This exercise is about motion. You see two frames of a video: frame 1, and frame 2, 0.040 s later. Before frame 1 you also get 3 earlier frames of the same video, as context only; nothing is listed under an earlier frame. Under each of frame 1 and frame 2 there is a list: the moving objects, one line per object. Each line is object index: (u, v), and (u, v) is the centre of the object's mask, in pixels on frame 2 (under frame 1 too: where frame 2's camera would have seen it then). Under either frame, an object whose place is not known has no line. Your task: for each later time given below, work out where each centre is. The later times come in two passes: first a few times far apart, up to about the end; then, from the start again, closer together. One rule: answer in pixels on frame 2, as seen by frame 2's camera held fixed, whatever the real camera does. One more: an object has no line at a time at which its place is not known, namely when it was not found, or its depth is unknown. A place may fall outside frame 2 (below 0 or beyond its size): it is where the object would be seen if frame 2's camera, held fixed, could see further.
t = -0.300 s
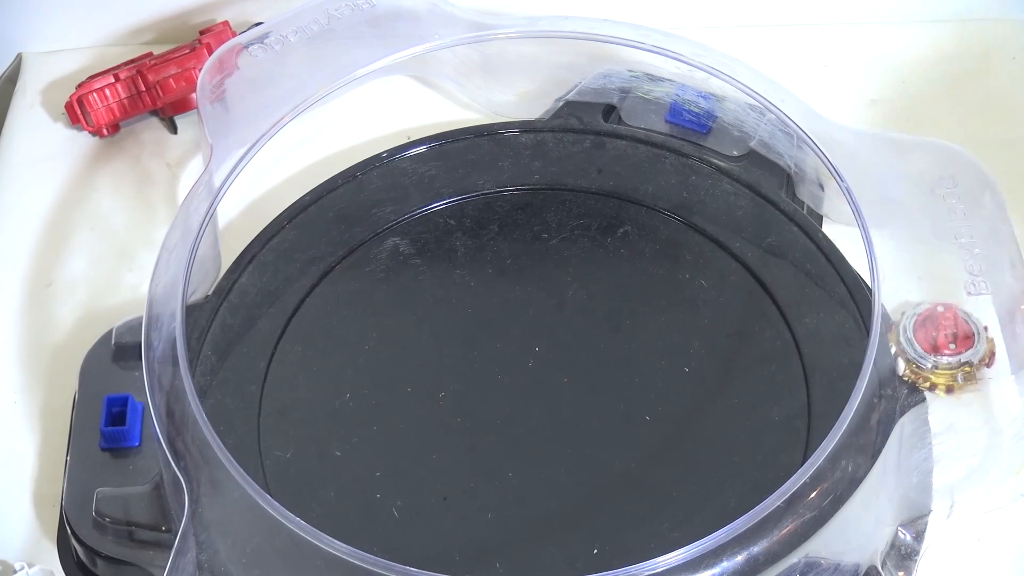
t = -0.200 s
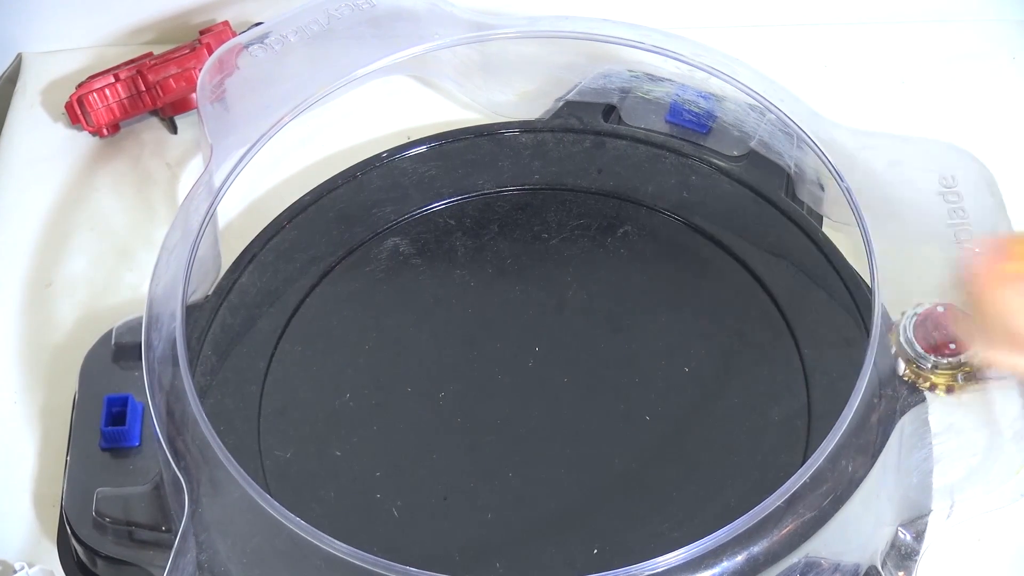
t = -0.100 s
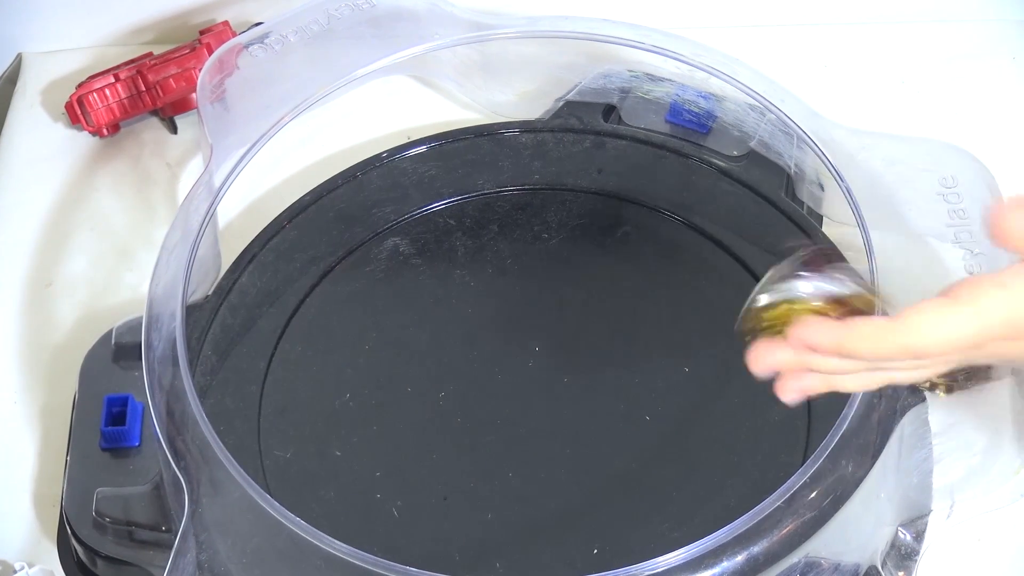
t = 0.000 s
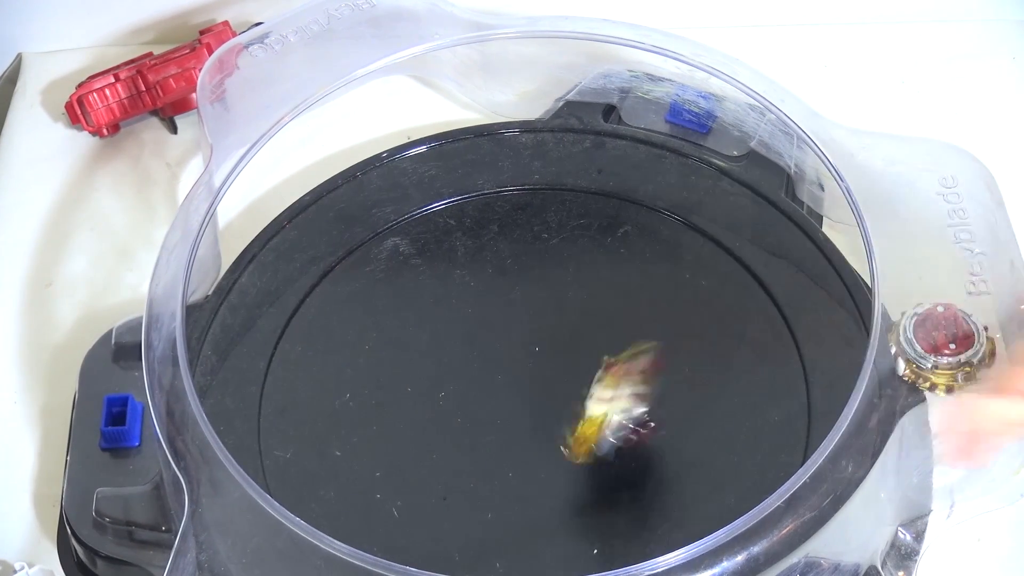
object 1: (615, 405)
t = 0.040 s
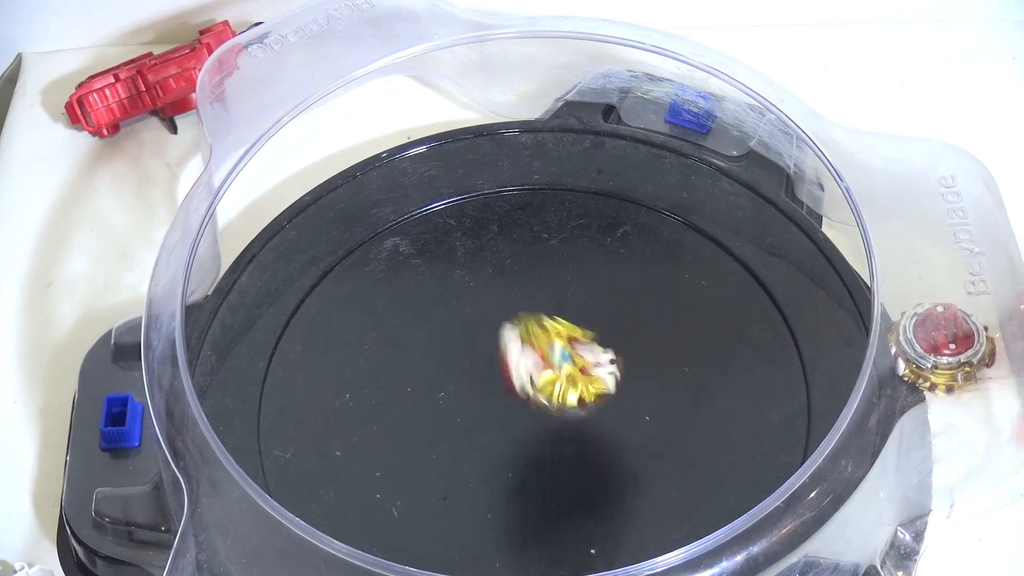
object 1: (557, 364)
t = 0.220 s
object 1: (355, 272)
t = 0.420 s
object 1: (338, 277)
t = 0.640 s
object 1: (448, 366)
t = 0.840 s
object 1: (504, 401)
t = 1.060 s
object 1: (504, 400)
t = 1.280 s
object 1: (504, 400)
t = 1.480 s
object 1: (504, 400)
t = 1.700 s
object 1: (504, 400)
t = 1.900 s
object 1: (504, 400)
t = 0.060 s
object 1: (538, 350)
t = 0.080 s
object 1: (500, 339)
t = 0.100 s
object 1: (472, 330)
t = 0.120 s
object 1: (446, 325)
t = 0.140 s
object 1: (412, 323)
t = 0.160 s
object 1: (402, 324)
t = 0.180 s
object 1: (384, 302)
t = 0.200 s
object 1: (370, 283)
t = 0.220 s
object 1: (355, 272)
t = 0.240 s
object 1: (340, 267)
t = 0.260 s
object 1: (331, 263)
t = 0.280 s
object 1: (326, 264)
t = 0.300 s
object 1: (324, 265)
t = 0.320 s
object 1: (326, 263)
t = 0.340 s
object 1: (325, 258)
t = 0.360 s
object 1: (323, 258)
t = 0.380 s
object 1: (323, 262)
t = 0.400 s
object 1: (329, 270)
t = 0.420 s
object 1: (338, 277)
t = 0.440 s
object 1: (343, 280)
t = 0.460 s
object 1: (349, 287)
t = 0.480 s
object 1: (358, 298)
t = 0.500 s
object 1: (370, 309)
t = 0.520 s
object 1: (381, 317)
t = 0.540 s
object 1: (392, 327)
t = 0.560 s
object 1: (402, 335)
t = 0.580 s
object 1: (414, 343)
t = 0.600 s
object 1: (427, 352)
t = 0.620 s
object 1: (438, 358)
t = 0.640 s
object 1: (448, 366)
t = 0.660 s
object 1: (458, 373)
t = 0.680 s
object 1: (467, 378)
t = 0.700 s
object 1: (475, 384)
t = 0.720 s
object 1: (483, 388)
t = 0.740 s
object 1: (489, 392)
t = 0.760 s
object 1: (494, 395)
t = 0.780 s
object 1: (498, 398)
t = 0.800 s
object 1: (501, 400)
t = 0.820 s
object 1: (503, 401)
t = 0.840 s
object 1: (504, 401)
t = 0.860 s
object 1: (504, 400)
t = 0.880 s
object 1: (504, 400)
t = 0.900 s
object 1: (504, 400)
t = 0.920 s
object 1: (504, 400)
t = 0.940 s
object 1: (504, 400)
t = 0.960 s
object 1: (504, 400)
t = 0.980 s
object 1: (504, 400)
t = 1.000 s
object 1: (504, 400)
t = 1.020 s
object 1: (504, 400)
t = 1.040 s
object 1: (504, 400)
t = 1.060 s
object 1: (504, 400)
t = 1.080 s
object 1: (504, 400)
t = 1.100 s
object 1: (504, 400)
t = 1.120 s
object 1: (504, 400)
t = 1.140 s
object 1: (504, 400)
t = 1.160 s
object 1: (504, 400)
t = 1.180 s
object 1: (504, 400)
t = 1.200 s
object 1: (504, 400)
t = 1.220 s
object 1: (504, 400)
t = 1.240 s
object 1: (504, 400)
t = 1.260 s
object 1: (504, 400)
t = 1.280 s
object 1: (504, 400)
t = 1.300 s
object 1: (504, 400)
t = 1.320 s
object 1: (504, 400)
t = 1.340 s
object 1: (504, 400)
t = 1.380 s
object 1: (504, 400)
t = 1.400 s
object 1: (504, 400)
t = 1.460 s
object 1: (504, 400)
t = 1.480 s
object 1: (504, 400)
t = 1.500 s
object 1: (504, 400)
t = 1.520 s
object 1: (504, 400)
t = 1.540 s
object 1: (504, 400)
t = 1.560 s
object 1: (504, 400)
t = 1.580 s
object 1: (504, 400)
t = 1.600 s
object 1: (504, 400)
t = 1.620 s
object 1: (504, 400)
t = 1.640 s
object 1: (504, 400)
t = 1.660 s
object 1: (504, 400)
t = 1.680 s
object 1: (504, 400)
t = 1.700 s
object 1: (504, 400)
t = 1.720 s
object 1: (504, 400)
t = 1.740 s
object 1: (504, 400)
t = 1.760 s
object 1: (504, 400)
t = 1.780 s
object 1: (504, 400)
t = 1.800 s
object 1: (504, 400)
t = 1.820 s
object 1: (504, 400)
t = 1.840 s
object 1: (504, 400)
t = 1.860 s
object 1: (504, 400)
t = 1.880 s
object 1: (504, 400)
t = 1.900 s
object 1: (504, 400)
